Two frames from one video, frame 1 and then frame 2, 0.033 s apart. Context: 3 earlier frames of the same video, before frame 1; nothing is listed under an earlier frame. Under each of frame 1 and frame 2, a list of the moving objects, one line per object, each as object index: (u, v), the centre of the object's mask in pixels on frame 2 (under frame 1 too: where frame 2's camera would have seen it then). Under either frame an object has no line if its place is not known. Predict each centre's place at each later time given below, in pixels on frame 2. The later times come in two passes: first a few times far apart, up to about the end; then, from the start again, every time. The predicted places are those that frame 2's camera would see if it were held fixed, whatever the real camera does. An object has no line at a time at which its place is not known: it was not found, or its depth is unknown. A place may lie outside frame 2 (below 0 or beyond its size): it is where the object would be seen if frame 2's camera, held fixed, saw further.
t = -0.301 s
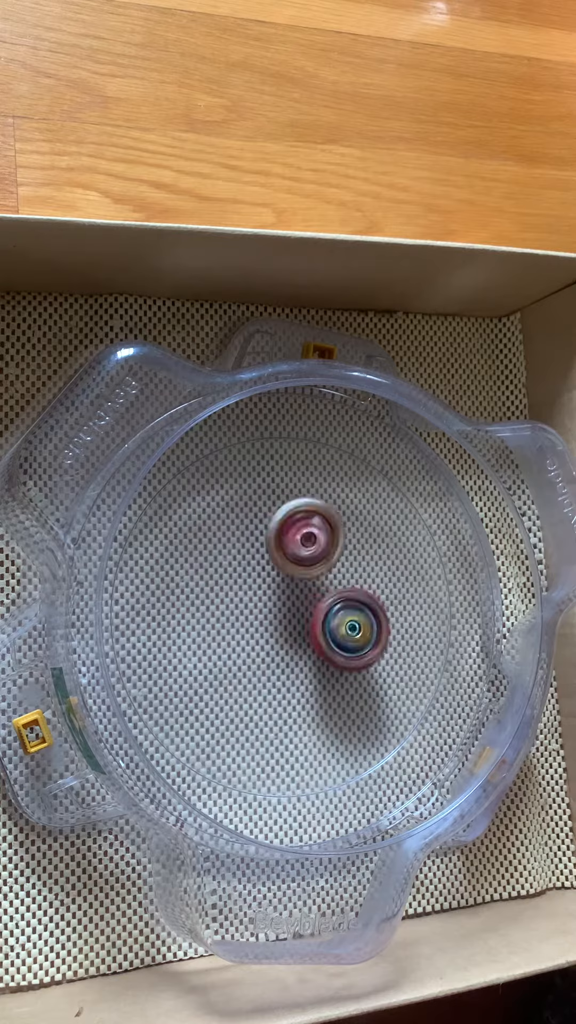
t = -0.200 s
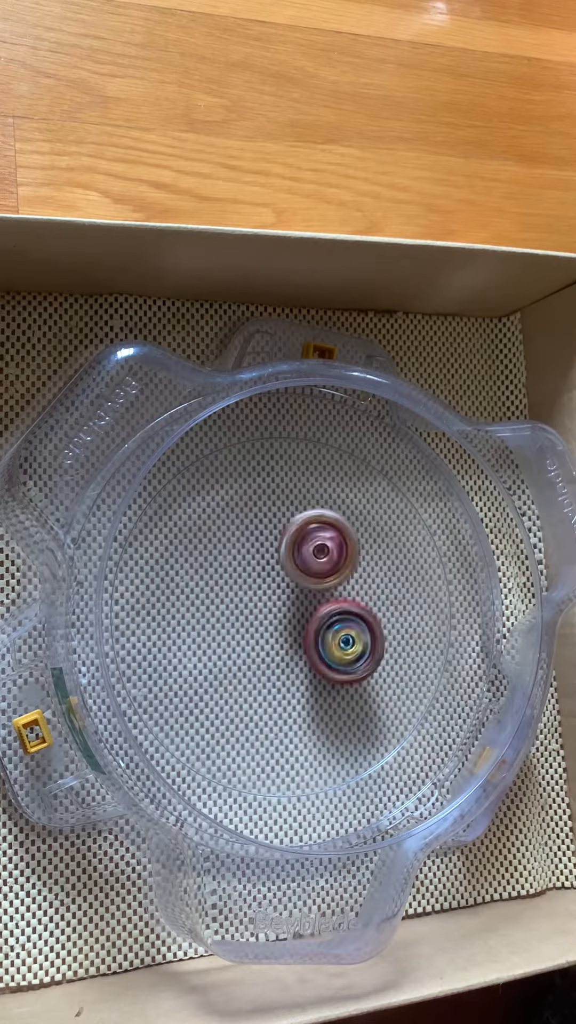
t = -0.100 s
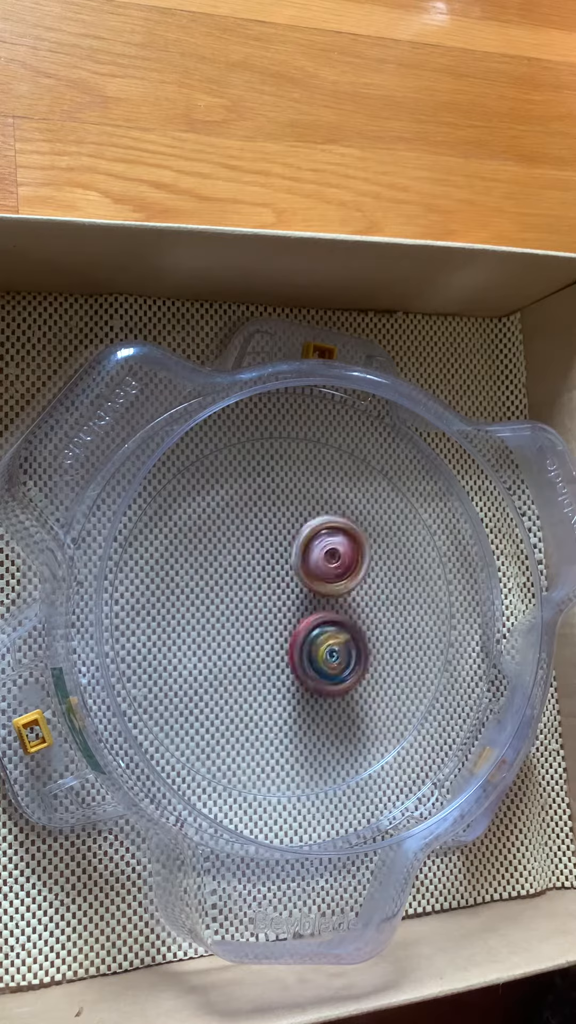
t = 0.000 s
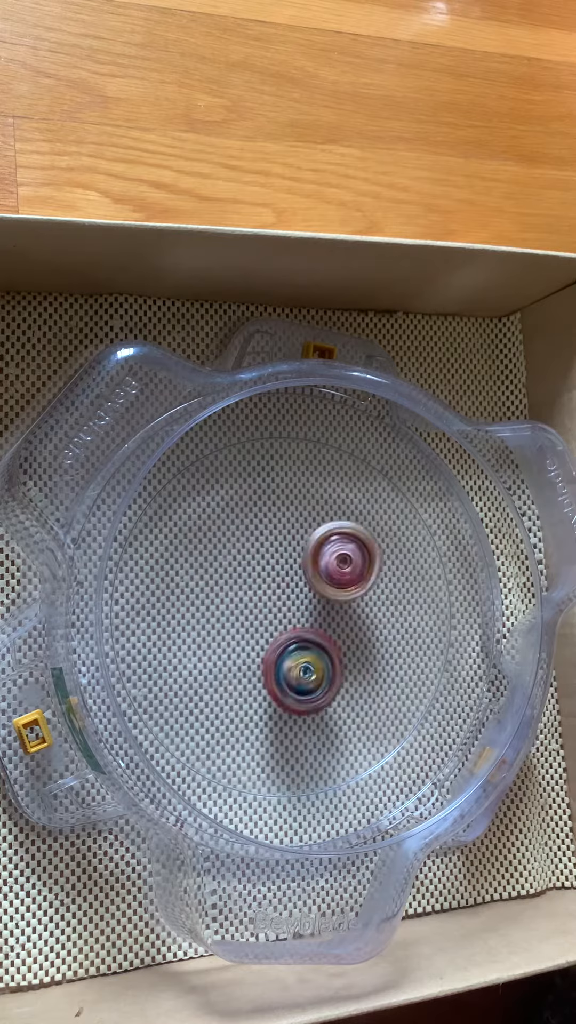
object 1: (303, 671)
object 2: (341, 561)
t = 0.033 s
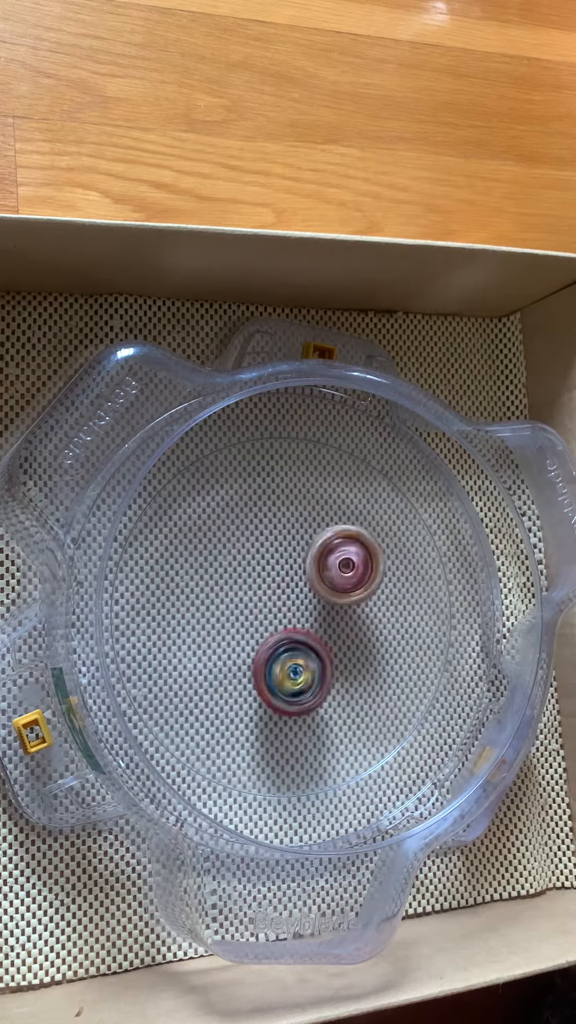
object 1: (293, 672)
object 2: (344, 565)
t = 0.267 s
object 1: (251, 616)
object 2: (350, 599)
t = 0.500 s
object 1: (290, 557)
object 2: (337, 639)
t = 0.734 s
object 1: (340, 574)
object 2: (317, 670)
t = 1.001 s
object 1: (327, 604)
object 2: (278, 693)
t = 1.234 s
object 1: (287, 590)
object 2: (249, 671)
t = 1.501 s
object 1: (314, 554)
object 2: (229, 635)
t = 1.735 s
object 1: (330, 605)
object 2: (239, 597)
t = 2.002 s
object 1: (316, 671)
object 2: (272, 572)
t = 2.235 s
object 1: (275, 657)
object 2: (310, 580)
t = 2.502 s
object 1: (254, 617)
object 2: (338, 608)
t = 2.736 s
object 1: (264, 585)
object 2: (338, 645)
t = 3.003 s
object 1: (301, 572)
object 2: (311, 675)
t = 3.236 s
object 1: (316, 593)
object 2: (279, 667)
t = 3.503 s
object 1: (347, 574)
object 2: (263, 632)
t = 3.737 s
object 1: (354, 588)
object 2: (270, 607)
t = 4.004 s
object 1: (368, 625)
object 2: (292, 589)
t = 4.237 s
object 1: (342, 662)
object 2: (293, 569)
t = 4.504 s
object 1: (285, 672)
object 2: (297, 577)
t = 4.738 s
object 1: (245, 648)
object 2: (317, 597)
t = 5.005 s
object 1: (255, 591)
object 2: (340, 610)
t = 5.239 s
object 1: (288, 555)
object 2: (349, 626)
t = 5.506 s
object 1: (312, 568)
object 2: (347, 650)
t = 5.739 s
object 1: (295, 579)
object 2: (326, 664)
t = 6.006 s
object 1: (261, 553)
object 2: (305, 672)
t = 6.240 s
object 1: (266, 564)
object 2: (300, 647)
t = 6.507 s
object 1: (269, 584)
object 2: (329, 652)
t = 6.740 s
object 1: (277, 606)
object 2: (345, 661)
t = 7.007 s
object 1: (270, 601)
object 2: (333, 666)
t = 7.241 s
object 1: (273, 580)
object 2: (333, 650)
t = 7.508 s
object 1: (284, 578)
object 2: (347, 635)
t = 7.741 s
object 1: (273, 579)
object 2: (353, 638)
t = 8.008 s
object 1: (256, 592)
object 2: (333, 632)
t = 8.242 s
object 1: (244, 591)
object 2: (323, 604)
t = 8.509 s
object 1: (254, 609)
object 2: (341, 590)
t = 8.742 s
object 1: (260, 621)
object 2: (341, 600)
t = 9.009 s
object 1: (255, 630)
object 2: (328, 603)
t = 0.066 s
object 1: (282, 669)
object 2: (347, 569)
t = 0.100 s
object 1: (273, 665)
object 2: (349, 573)
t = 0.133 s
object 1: (264, 657)
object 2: (350, 577)
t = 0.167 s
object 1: (259, 649)
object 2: (351, 583)
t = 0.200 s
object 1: (253, 639)
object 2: (352, 588)
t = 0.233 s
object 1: (252, 628)
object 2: (351, 592)
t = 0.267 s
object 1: (251, 616)
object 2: (350, 599)
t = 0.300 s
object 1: (253, 605)
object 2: (349, 604)
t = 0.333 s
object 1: (257, 594)
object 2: (347, 609)
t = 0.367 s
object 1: (262, 584)
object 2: (345, 615)
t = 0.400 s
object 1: (269, 577)
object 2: (343, 621)
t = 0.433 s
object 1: (276, 569)
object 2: (340, 626)
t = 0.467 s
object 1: (283, 563)
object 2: (339, 632)
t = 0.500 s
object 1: (290, 557)
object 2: (337, 639)
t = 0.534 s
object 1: (298, 553)
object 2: (335, 645)
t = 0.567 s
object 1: (306, 550)
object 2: (334, 649)
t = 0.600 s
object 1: (315, 550)
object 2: (331, 654)
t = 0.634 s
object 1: (323, 552)
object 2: (328, 659)
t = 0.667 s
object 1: (331, 557)
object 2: (325, 663)
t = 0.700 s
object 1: (336, 565)
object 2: (320, 666)
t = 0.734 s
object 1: (340, 574)
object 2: (317, 670)
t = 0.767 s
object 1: (340, 584)
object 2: (313, 672)
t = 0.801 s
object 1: (340, 593)
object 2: (309, 674)
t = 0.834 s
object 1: (339, 597)
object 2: (301, 681)
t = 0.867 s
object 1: (339, 597)
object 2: (295, 686)
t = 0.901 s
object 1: (338, 599)
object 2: (291, 689)
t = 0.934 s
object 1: (336, 601)
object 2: (286, 691)
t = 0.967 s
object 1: (333, 603)
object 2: (282, 693)
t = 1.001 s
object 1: (327, 604)
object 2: (278, 693)
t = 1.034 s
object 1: (322, 606)
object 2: (272, 693)
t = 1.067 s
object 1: (317, 605)
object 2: (267, 691)
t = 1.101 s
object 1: (312, 605)
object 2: (264, 689)
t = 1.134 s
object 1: (304, 602)
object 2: (259, 684)
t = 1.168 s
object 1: (298, 599)
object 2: (256, 680)
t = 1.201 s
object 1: (290, 595)
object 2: (253, 676)
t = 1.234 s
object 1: (287, 590)
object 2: (249, 671)
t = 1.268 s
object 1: (283, 584)
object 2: (246, 665)
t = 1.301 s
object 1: (283, 580)
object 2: (244, 660)
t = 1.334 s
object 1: (282, 575)
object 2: (243, 654)
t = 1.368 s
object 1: (285, 570)
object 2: (240, 650)
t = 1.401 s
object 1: (290, 563)
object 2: (235, 648)
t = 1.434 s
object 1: (298, 558)
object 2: (233, 643)
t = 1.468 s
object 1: (305, 555)
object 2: (230, 638)
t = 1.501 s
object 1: (314, 554)
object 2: (229, 635)
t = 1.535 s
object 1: (321, 557)
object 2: (229, 630)
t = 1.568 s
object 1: (328, 562)
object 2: (228, 623)
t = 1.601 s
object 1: (332, 569)
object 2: (229, 618)
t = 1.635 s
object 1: (336, 577)
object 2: (232, 612)
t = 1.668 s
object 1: (335, 587)
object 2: (234, 606)
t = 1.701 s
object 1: (335, 596)
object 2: (236, 603)
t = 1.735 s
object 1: (330, 605)
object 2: (239, 597)
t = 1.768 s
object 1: (325, 613)
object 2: (243, 592)
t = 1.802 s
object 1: (321, 620)
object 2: (246, 589)
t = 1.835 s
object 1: (320, 628)
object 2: (249, 585)
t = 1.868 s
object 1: (322, 636)
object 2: (252, 580)
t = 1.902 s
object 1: (322, 645)
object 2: (257, 578)
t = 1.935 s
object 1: (322, 655)
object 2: (263, 575)
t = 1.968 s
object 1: (321, 663)
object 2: (267, 572)
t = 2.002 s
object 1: (316, 671)
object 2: (272, 572)
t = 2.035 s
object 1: (312, 677)
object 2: (279, 572)
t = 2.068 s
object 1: (304, 681)
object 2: (284, 571)
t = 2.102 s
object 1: (298, 681)
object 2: (289, 572)
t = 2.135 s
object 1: (289, 678)
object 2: (295, 573)
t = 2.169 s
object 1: (284, 673)
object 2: (300, 575)
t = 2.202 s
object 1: (278, 665)
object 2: (305, 577)
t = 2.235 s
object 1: (275, 657)
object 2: (310, 580)
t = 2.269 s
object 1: (273, 651)
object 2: (316, 580)
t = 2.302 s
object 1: (269, 648)
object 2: (321, 580)
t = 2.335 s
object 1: (262, 646)
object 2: (326, 583)
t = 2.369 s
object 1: (257, 643)
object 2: (329, 589)
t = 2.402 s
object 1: (253, 636)
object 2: (332, 593)
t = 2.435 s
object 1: (252, 630)
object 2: (334, 598)
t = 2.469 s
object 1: (251, 623)
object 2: (336, 604)
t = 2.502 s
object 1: (254, 617)
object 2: (338, 608)
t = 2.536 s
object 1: (257, 610)
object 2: (338, 613)
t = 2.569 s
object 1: (257, 607)
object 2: (342, 620)
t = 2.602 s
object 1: (256, 601)
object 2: (343, 625)
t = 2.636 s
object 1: (257, 597)
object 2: (342, 631)
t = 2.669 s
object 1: (259, 592)
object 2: (341, 636)
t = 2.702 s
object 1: (260, 589)
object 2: (340, 641)
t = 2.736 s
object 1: (264, 585)
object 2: (338, 645)
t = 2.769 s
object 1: (268, 582)
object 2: (335, 650)
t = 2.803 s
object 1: (273, 581)
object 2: (333, 654)
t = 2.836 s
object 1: (277, 581)
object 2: (329, 658)
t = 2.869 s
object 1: (284, 583)
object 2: (325, 660)
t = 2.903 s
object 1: (288, 579)
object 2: (322, 666)
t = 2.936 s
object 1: (293, 575)
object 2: (318, 672)
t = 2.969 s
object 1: (297, 572)
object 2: (314, 674)
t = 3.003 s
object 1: (301, 572)
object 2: (311, 675)
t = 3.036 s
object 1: (306, 572)
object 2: (306, 677)
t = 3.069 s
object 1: (308, 573)
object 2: (302, 677)
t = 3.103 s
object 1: (312, 576)
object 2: (297, 677)
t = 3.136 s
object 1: (313, 579)
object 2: (292, 676)
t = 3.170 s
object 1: (315, 585)
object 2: (287, 674)
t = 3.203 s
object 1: (317, 589)
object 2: (283, 671)
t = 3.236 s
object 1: (316, 593)
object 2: (279, 667)
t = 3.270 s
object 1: (318, 590)
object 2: (274, 667)
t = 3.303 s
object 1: (322, 587)
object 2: (269, 664)
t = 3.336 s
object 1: (327, 582)
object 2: (265, 658)
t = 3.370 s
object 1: (333, 577)
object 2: (264, 654)
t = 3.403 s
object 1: (338, 575)
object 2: (263, 649)
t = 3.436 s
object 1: (343, 573)
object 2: (262, 643)
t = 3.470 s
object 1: (345, 574)
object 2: (263, 638)
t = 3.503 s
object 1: (347, 574)
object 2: (263, 632)
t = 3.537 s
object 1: (348, 575)
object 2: (264, 628)
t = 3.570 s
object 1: (349, 578)
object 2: (266, 623)
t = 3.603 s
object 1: (346, 580)
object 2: (268, 618)
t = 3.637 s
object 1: (344, 584)
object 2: (270, 613)
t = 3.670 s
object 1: (347, 584)
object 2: (268, 612)
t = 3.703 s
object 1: (351, 586)
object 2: (267, 611)
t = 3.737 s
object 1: (354, 588)
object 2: (270, 607)
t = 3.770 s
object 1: (357, 591)
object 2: (275, 603)
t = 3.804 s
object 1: (361, 593)
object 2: (274, 602)
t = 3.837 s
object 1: (367, 597)
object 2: (273, 600)
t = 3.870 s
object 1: (371, 602)
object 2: (275, 598)
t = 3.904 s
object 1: (375, 608)
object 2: (281, 595)
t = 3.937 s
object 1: (374, 613)
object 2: (284, 594)
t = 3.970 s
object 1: (370, 620)
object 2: (289, 593)
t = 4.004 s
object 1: (368, 625)
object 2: (292, 589)
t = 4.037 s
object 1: (369, 631)
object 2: (292, 585)
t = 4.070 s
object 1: (368, 637)
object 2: (293, 581)
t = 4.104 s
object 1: (367, 645)
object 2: (293, 576)
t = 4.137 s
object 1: (363, 652)
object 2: (293, 574)
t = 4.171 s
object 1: (357, 657)
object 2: (293, 571)
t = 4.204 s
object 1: (350, 659)
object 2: (293, 570)
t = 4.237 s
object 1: (342, 662)
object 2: (293, 569)
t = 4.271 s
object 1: (334, 662)
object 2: (292, 570)
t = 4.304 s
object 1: (325, 660)
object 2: (292, 571)
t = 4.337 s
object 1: (317, 658)
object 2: (291, 573)
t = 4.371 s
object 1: (310, 660)
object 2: (292, 573)
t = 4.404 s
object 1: (305, 662)
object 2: (292, 572)
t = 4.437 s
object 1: (299, 666)
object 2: (293, 573)
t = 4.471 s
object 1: (292, 669)
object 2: (295, 574)
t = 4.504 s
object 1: (285, 672)
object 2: (297, 577)
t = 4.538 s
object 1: (277, 674)
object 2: (299, 579)
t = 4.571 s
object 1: (269, 675)
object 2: (301, 582)
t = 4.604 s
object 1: (263, 673)
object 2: (304, 585)
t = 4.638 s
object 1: (257, 667)
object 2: (307, 588)
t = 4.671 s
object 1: (252, 662)
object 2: (309, 591)
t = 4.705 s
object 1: (250, 656)
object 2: (311, 594)
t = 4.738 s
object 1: (245, 648)
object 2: (317, 597)
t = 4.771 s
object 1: (243, 640)
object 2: (319, 598)
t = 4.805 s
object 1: (242, 631)
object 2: (323, 600)
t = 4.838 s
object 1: (242, 624)
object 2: (326, 601)
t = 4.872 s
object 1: (245, 617)
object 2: (329, 603)
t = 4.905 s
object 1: (249, 608)
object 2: (331, 604)
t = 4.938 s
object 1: (252, 602)
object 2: (334, 606)
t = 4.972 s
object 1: (252, 596)
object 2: (338, 608)
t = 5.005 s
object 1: (255, 591)
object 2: (340, 610)
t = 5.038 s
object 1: (258, 583)
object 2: (343, 611)
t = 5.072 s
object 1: (262, 576)
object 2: (345, 614)
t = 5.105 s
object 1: (267, 572)
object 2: (347, 615)
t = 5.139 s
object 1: (274, 566)
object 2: (348, 617)
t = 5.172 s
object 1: (279, 563)
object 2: (348, 617)
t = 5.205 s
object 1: (286, 560)
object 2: (347, 621)
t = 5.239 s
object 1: (288, 555)
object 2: (349, 626)
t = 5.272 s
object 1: (293, 553)
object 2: (350, 628)
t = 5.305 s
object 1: (298, 551)
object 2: (352, 631)
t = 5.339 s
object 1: (302, 552)
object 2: (352, 635)
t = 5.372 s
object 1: (307, 555)
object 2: (352, 637)
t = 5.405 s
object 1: (311, 559)
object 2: (350, 640)
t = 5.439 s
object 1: (313, 565)
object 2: (350, 643)
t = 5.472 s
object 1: (314, 567)
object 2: (347, 647)
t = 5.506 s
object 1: (312, 568)
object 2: (347, 650)
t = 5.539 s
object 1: (311, 572)
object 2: (344, 652)
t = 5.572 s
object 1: (309, 573)
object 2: (342, 657)
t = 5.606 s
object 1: (306, 573)
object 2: (338, 661)
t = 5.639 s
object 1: (304, 574)
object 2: (336, 662)
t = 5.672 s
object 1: (301, 575)
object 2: (334, 664)
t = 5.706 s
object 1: (298, 576)
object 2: (331, 665)
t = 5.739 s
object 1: (295, 579)
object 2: (326, 664)
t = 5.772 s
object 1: (292, 579)
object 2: (323, 663)
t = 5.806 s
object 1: (286, 581)
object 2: (321, 664)
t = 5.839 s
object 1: (279, 574)
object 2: (319, 672)
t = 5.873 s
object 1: (275, 569)
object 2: (316, 676)
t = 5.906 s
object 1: (272, 566)
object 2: (312, 676)
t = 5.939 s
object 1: (269, 560)
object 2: (310, 675)
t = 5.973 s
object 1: (264, 555)
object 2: (308, 674)
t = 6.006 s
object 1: (261, 553)
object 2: (305, 672)
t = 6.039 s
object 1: (259, 549)
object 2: (302, 668)
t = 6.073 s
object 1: (258, 548)
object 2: (300, 664)
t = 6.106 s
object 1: (259, 549)
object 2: (299, 660)
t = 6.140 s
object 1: (260, 549)
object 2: (299, 657)
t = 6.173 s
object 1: (262, 554)
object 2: (299, 654)
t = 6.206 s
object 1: (265, 558)
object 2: (299, 650)
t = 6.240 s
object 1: (266, 564)
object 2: (300, 647)
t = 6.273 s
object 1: (268, 571)
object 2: (301, 645)
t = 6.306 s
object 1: (268, 572)
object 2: (304, 647)
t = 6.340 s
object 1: (267, 573)
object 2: (308, 648)
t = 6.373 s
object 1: (268, 577)
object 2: (310, 648)
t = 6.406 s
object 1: (269, 580)
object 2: (312, 647)
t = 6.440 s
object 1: (268, 580)
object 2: (316, 649)
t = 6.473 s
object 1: (268, 583)
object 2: (322, 651)
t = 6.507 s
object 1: (269, 584)
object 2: (329, 652)
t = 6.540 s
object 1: (269, 587)
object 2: (335, 653)
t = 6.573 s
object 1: (270, 589)
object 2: (337, 654)
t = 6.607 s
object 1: (272, 593)
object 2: (339, 655)
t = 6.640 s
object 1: (274, 600)
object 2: (342, 655)
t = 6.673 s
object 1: (277, 603)
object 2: (343, 657)
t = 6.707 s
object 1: (276, 605)
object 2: (345, 659)
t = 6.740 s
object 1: (277, 606)
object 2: (345, 661)
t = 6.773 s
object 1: (278, 609)
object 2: (343, 663)
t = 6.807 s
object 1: (274, 607)
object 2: (344, 668)
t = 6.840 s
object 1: (274, 607)
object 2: (342, 672)
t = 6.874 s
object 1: (272, 605)
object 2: (339, 672)
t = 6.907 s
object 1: (270, 604)
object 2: (338, 672)
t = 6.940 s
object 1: (270, 603)
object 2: (337, 670)
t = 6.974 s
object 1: (271, 600)
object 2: (334, 668)
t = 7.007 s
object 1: (270, 601)
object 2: (333, 666)
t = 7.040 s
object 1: (272, 598)
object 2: (332, 662)
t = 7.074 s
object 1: (272, 597)
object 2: (332, 662)
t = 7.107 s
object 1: (272, 596)
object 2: (331, 660)
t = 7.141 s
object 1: (271, 592)
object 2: (331, 660)
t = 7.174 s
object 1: (270, 585)
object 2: (331, 657)
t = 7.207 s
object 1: (270, 584)
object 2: (331, 654)
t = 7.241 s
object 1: (273, 580)
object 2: (333, 650)
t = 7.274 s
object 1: (274, 578)
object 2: (335, 647)
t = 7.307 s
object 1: (275, 577)
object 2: (336, 642)
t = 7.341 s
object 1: (279, 577)
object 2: (338, 639)
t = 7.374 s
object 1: (281, 575)
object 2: (339, 637)
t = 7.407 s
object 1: (284, 578)
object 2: (340, 635)
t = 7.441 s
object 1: (285, 578)
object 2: (344, 634)
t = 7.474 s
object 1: (285, 577)
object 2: (347, 635)
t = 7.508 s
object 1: (284, 578)
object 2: (347, 635)
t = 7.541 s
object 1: (285, 578)
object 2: (348, 634)
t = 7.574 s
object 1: (282, 576)
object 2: (351, 637)
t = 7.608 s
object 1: (279, 577)
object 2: (354, 639)
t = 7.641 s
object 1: (277, 576)
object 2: (355, 640)
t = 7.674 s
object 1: (276, 577)
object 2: (354, 640)
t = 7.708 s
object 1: (274, 577)
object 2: (353, 639)
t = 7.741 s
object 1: (273, 579)
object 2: (353, 638)
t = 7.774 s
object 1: (274, 579)
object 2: (351, 636)
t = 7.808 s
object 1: (272, 581)
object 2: (351, 635)
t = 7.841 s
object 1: (273, 587)
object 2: (348, 634)
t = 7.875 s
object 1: (274, 589)
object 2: (345, 633)
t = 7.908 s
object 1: (268, 592)
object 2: (342, 633)
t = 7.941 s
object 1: (264, 594)
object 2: (339, 634)
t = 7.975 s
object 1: (261, 593)
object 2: (336, 634)
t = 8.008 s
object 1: (256, 592)
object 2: (333, 632)
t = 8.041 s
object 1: (249, 592)
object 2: (330, 627)
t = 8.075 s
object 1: (247, 592)
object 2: (330, 624)
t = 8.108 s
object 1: (244, 591)
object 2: (327, 621)
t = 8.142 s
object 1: (242, 590)
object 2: (325, 616)
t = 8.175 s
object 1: (241, 592)
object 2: (324, 613)
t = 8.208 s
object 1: (243, 591)
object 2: (324, 608)
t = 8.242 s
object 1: (244, 591)
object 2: (323, 604)
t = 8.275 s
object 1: (246, 594)
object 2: (323, 600)
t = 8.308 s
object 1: (250, 595)
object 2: (325, 598)
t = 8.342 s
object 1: (248, 598)
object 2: (331, 594)
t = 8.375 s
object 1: (248, 601)
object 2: (335, 593)
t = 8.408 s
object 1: (248, 602)
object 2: (338, 590)
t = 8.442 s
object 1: (249, 602)
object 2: (341, 588)
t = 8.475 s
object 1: (250, 604)
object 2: (341, 590)
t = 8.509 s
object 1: (254, 609)
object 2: (341, 590)
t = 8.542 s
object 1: (258, 612)
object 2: (341, 590)
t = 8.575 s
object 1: (261, 611)
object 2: (339, 591)
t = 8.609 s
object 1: (263, 611)
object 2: (338, 590)
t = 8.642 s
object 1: (265, 614)
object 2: (340, 592)
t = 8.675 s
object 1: (269, 617)
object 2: (338, 594)
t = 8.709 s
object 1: (265, 618)
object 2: (340, 597)
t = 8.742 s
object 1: (260, 621)
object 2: (341, 600)
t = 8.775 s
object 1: (258, 624)
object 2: (339, 603)
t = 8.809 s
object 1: (256, 625)
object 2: (339, 605)
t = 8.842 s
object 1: (253, 626)
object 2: (341, 608)
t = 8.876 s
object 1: (252, 627)
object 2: (339, 611)
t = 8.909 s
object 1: (253, 629)
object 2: (334, 611)
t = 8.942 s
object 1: (254, 630)
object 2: (330, 610)
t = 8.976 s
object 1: (255, 629)
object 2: (327, 607)
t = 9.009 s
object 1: (255, 630)
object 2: (328, 603)
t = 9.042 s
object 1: (254, 633)
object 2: (329, 603)
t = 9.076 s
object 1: (256, 636)
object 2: (328, 602)
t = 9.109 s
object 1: (260, 639)
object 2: (329, 602)
